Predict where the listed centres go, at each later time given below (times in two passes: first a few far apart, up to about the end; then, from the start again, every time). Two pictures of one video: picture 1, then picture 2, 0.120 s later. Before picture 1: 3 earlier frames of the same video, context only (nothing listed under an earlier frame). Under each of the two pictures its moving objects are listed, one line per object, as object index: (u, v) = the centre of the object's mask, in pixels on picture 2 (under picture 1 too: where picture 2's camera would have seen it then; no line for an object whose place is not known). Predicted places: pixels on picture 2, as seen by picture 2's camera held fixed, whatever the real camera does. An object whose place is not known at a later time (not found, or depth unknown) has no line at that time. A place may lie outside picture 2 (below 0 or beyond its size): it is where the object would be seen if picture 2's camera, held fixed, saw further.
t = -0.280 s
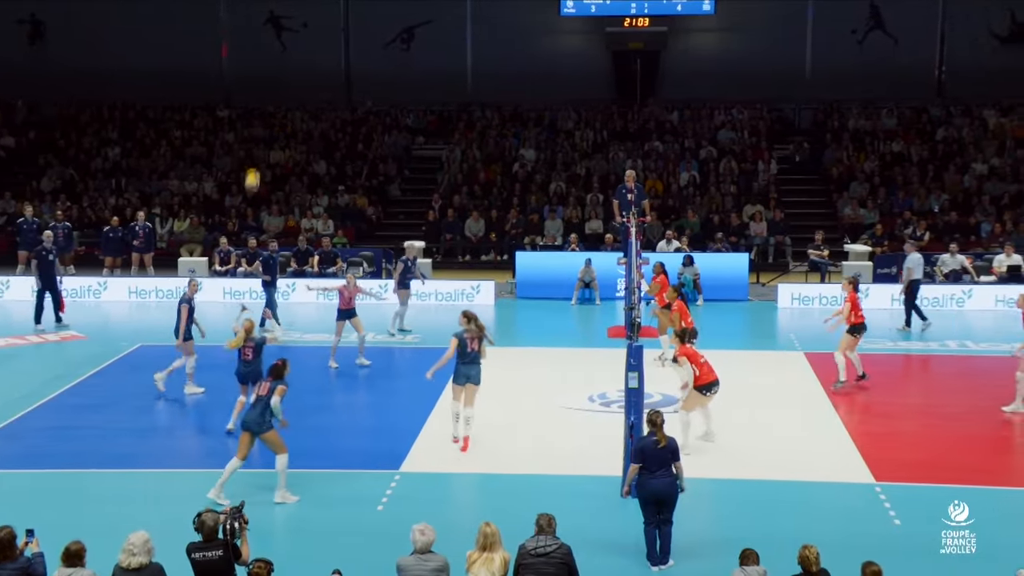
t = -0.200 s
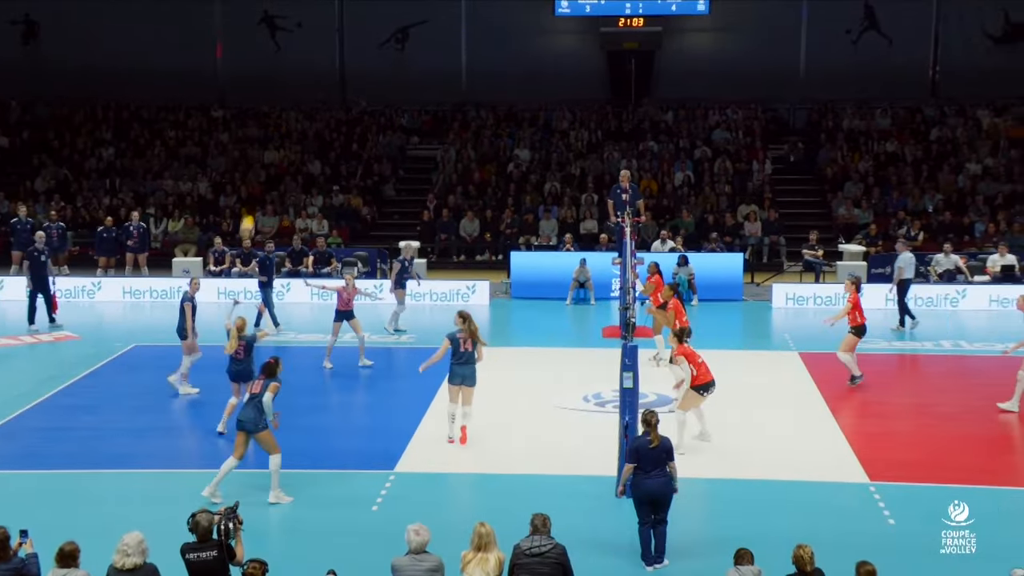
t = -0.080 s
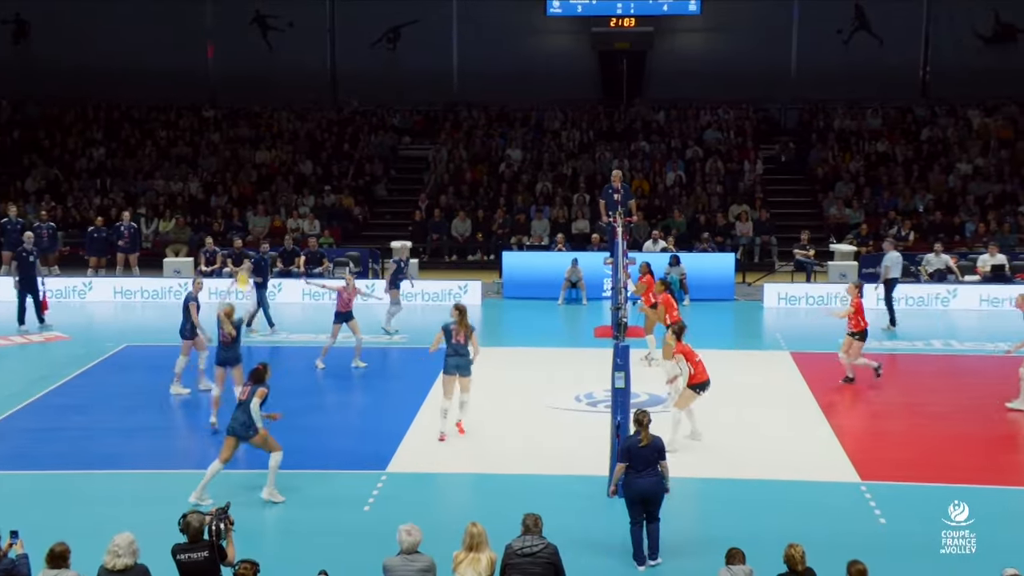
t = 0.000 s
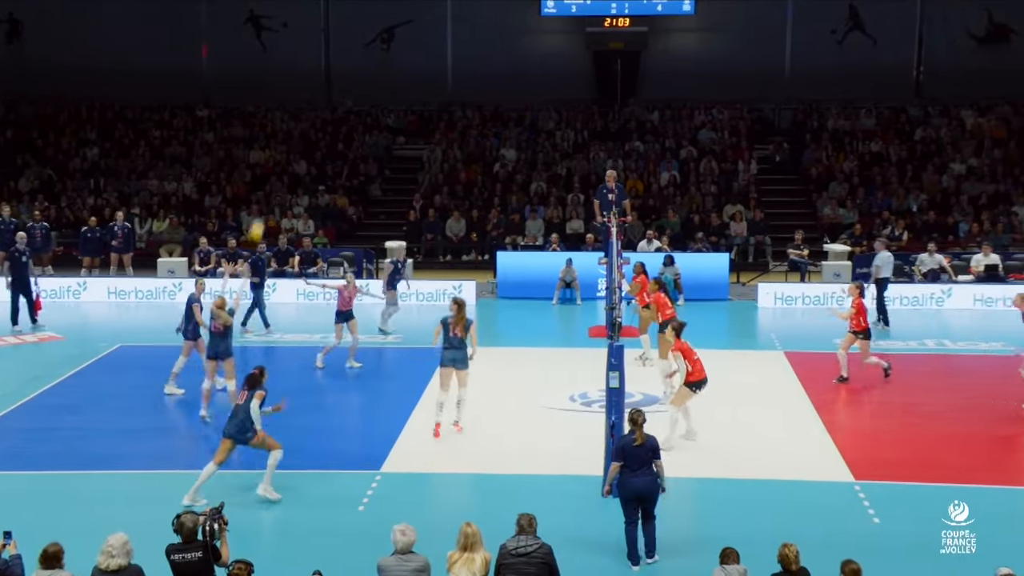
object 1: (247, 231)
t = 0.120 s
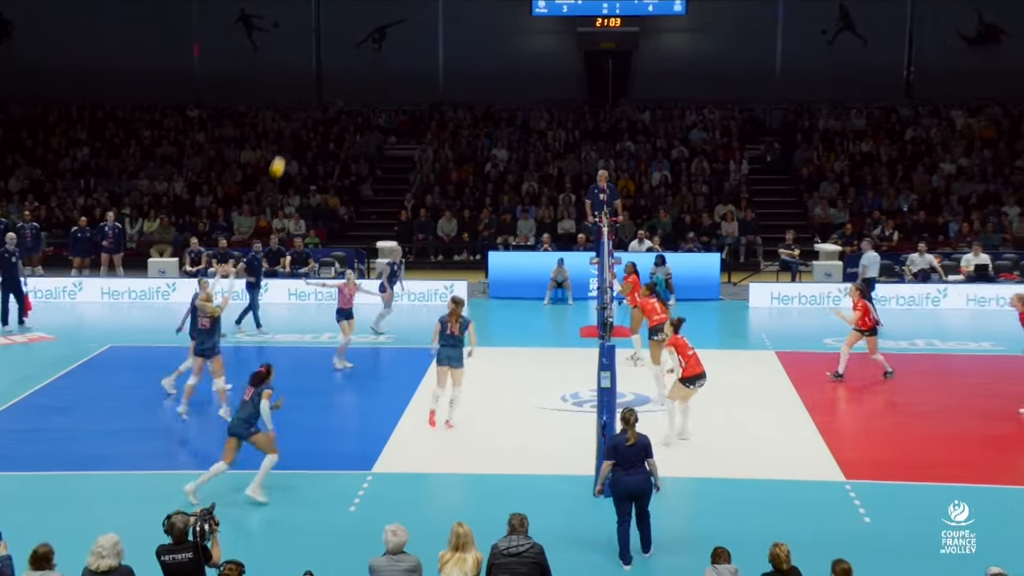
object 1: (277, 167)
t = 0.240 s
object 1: (305, 116)
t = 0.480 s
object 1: (355, 47)
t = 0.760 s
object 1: (407, 17)
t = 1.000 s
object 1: (448, 32)
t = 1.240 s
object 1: (485, 79)
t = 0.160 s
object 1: (287, 148)
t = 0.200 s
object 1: (296, 131)
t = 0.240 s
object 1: (305, 116)
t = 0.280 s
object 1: (314, 101)
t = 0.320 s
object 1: (322, 88)
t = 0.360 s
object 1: (330, 76)
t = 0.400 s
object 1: (339, 65)
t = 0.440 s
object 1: (347, 55)
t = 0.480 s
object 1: (355, 47)
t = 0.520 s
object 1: (362, 39)
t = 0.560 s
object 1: (370, 33)
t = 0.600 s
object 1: (377, 28)
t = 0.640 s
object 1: (385, 23)
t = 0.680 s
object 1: (392, 20)
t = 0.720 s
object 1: (400, 18)
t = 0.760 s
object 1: (407, 17)
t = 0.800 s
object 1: (414, 17)
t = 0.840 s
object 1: (421, 18)
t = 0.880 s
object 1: (428, 20)
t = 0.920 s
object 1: (435, 23)
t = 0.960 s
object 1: (441, 27)
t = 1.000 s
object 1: (448, 32)
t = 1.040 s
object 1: (454, 38)
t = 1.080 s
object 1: (460, 43)
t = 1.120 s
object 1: (467, 50)
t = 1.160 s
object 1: (473, 59)
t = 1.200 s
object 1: (479, 69)
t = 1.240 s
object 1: (485, 79)
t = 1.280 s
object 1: (491, 90)
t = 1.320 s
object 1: (497, 102)
